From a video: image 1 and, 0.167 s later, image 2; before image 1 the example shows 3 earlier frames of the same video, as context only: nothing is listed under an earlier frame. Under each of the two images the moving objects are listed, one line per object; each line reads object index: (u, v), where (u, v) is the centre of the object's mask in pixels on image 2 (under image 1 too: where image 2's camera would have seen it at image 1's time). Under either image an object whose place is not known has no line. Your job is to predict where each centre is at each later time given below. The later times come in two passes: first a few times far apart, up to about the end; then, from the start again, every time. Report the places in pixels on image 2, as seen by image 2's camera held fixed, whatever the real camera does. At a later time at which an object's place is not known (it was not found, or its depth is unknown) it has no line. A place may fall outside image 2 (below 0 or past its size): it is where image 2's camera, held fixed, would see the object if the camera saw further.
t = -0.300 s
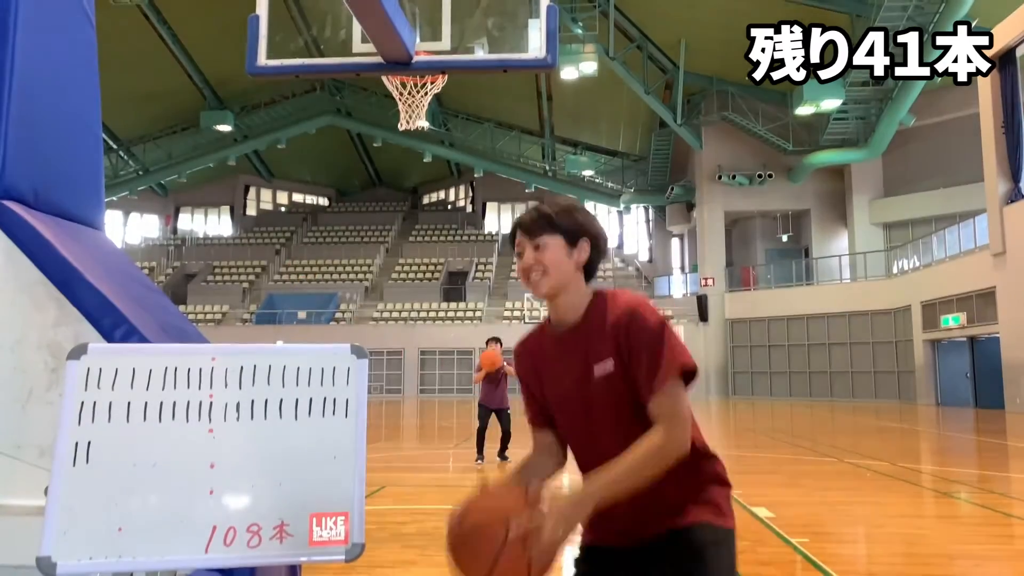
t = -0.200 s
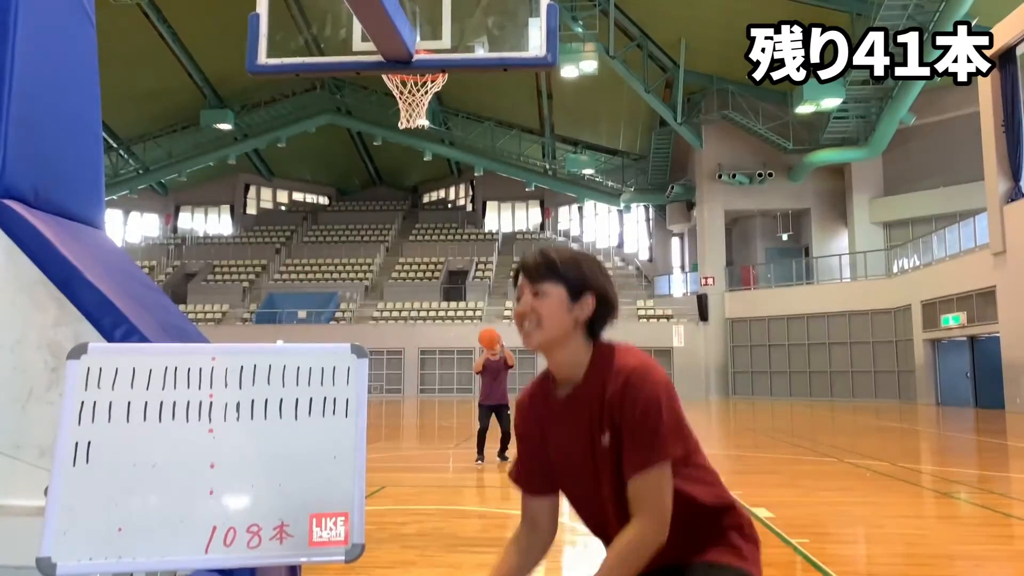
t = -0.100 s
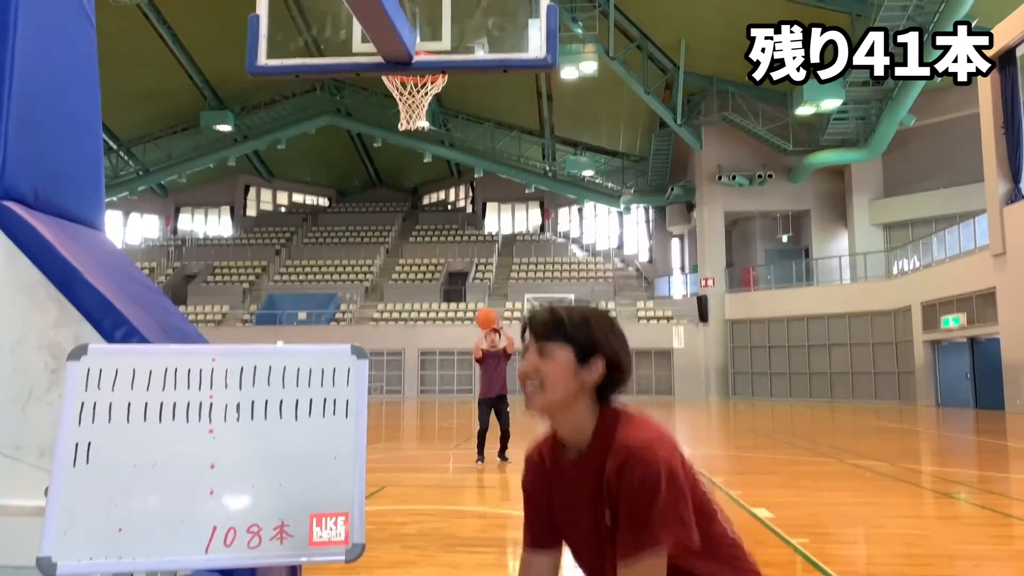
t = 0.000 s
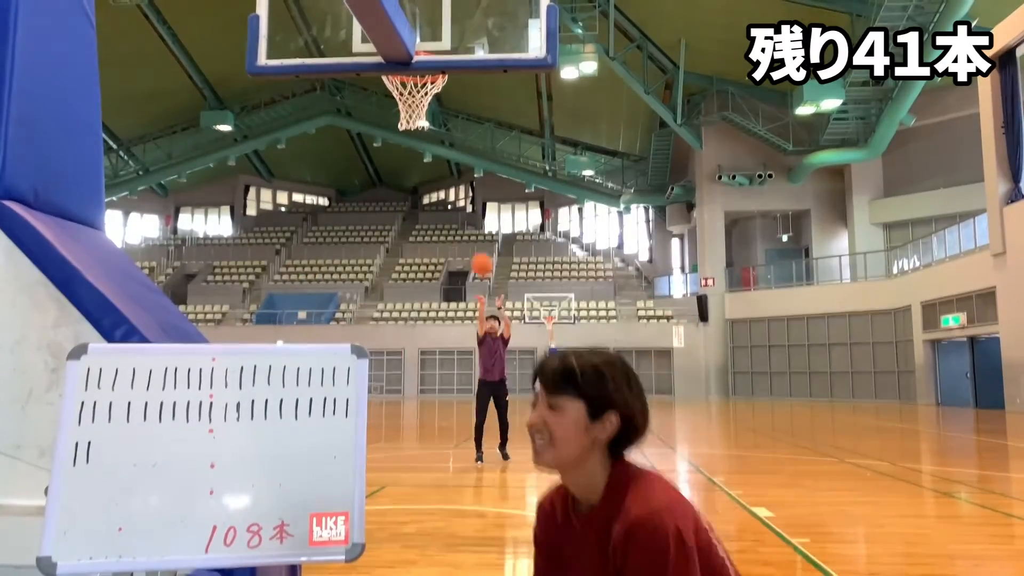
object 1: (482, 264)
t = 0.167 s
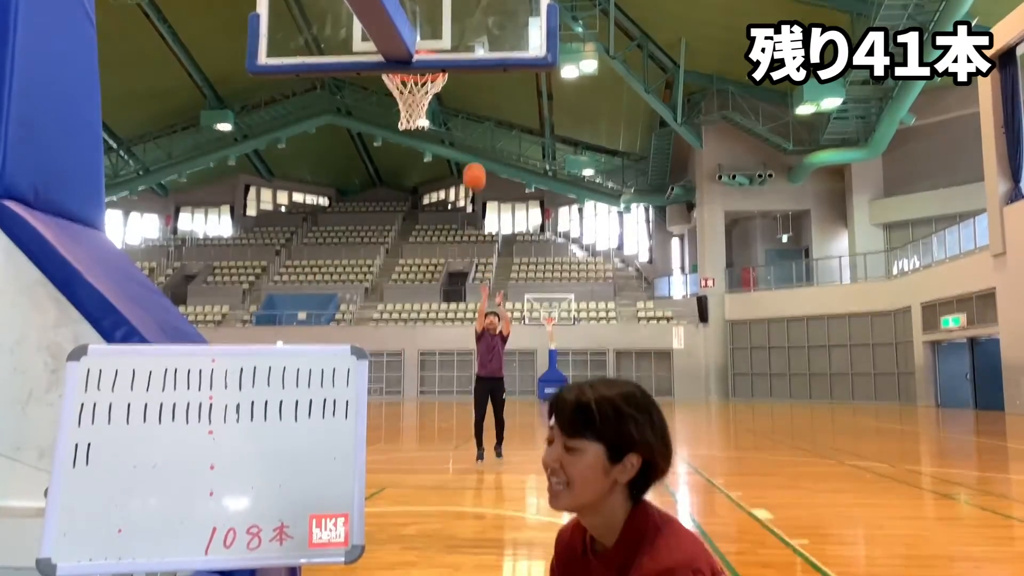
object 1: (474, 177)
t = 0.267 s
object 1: (469, 132)
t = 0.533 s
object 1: (460, 42)
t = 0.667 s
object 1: (438, 15)
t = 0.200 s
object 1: (473, 161)
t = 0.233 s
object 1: (471, 146)
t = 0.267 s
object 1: (469, 132)
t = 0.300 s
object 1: (468, 118)
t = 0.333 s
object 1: (466, 105)
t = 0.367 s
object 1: (464, 92)
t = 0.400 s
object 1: (463, 83)
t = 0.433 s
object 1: (461, 79)
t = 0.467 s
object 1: (459, 51)
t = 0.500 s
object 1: (460, 46)
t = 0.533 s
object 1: (460, 42)
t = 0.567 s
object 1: (458, 33)
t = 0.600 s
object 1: (453, 26)
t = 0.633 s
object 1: (451, 21)
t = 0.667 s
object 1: (438, 15)
